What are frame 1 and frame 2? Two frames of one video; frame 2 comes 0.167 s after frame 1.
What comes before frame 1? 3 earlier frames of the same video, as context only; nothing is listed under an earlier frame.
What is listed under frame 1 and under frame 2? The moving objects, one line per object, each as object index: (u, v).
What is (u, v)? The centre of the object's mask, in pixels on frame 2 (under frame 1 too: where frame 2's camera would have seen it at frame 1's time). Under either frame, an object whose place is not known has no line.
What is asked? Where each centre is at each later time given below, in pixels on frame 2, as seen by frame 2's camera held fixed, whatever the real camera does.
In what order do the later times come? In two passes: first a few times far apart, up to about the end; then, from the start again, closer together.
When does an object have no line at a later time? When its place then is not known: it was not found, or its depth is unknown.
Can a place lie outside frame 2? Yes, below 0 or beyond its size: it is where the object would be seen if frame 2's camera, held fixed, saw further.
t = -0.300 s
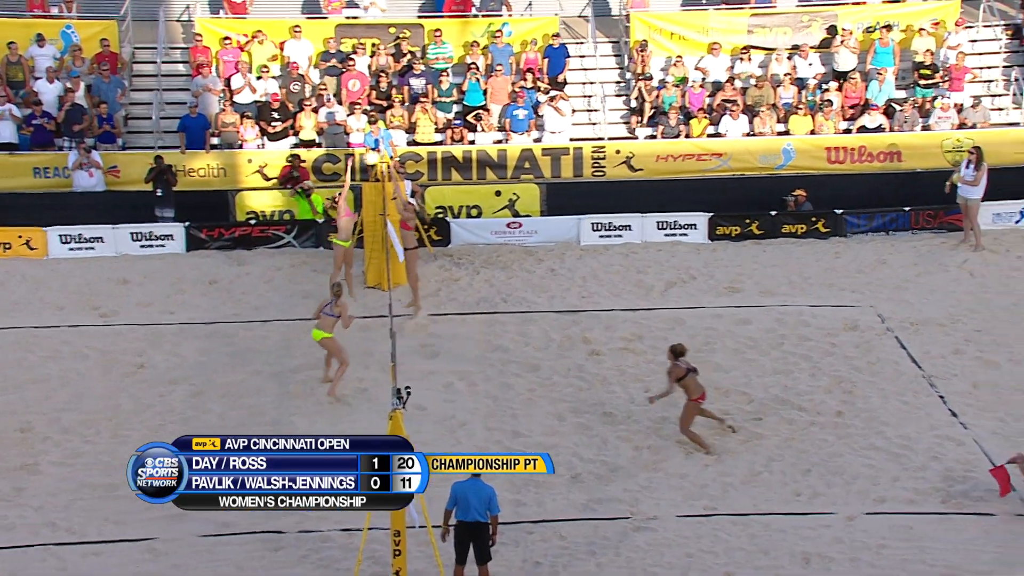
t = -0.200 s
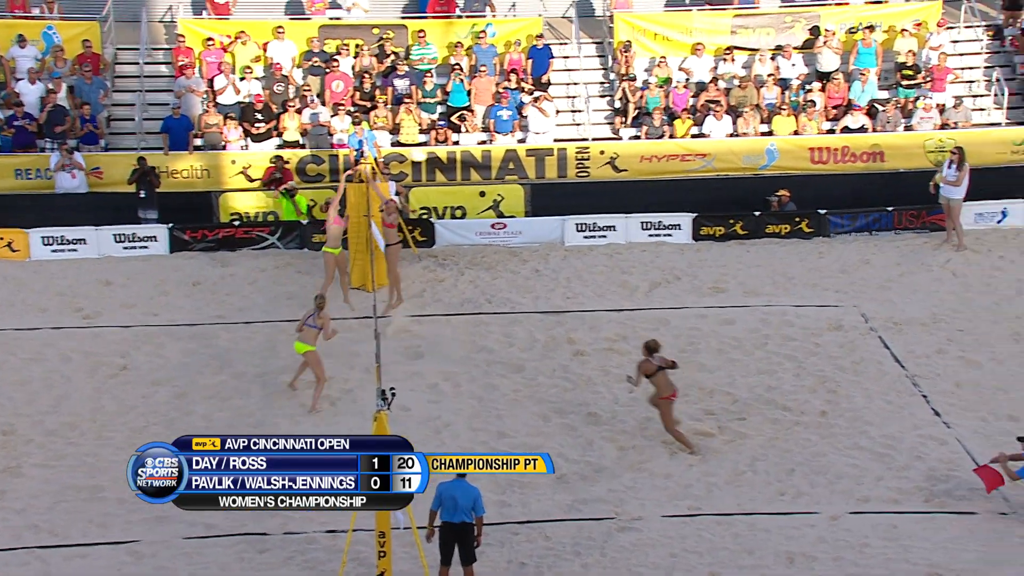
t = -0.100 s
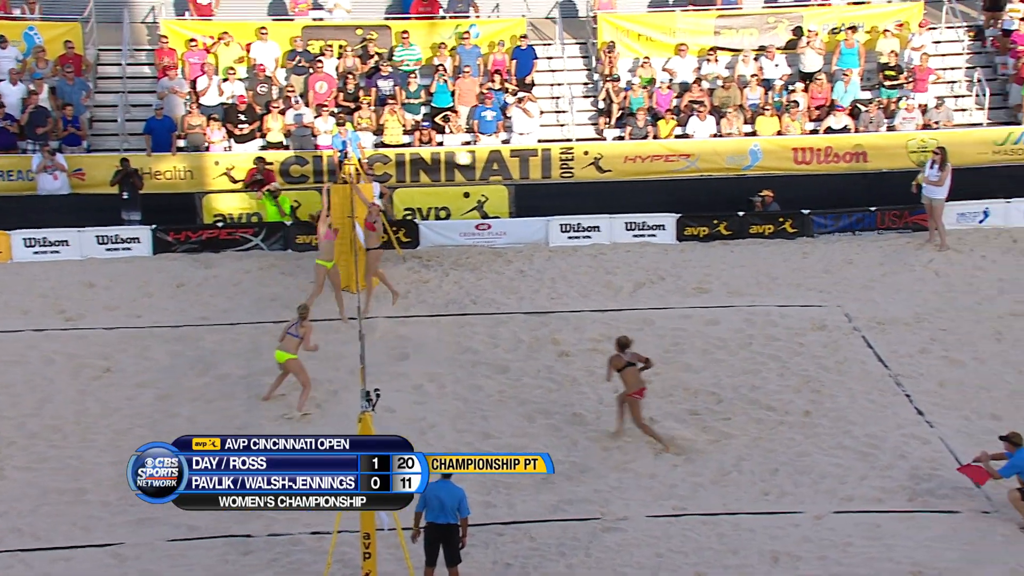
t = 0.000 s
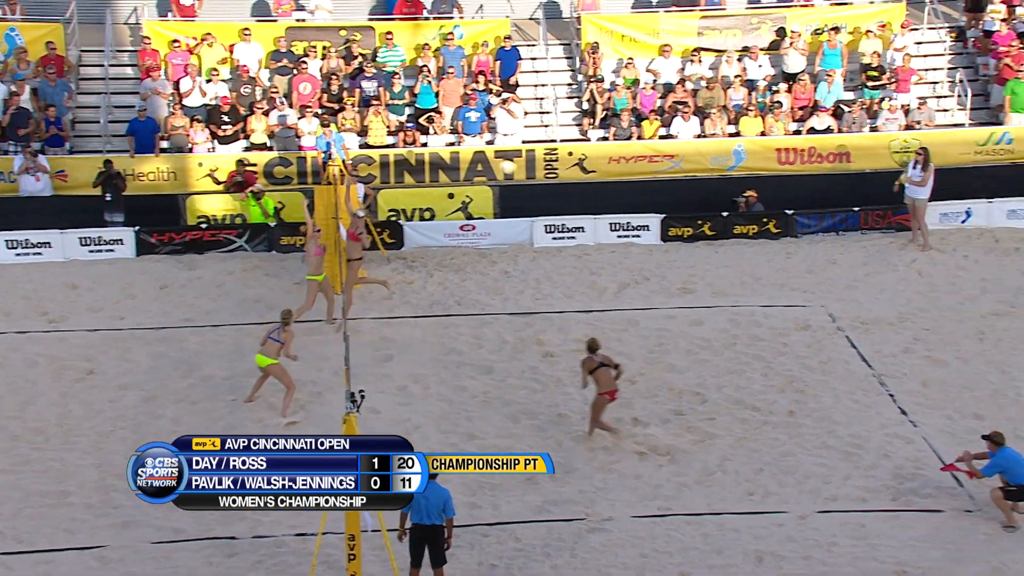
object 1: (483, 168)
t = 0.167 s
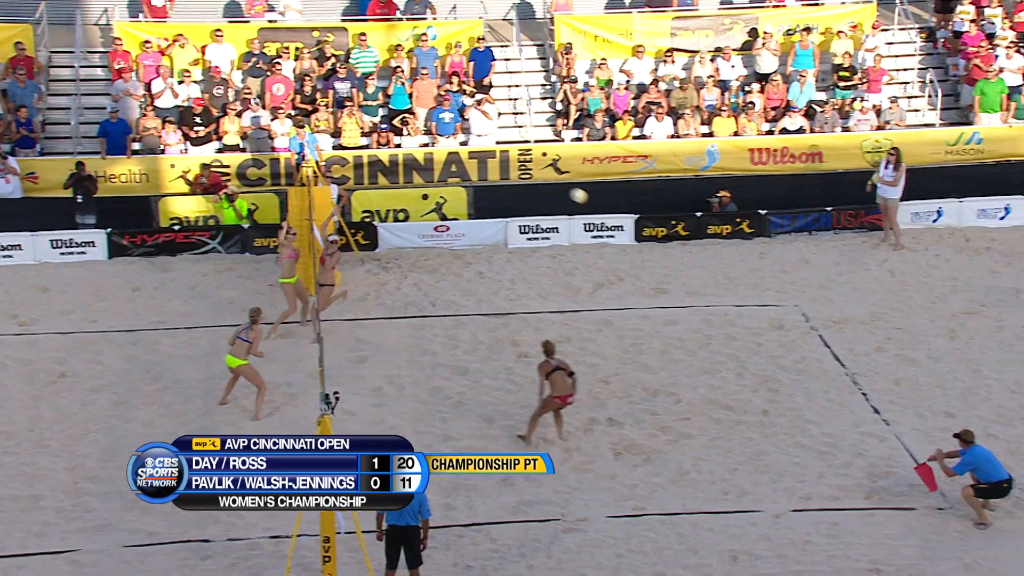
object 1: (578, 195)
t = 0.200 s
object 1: (597, 203)
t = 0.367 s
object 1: (688, 251)
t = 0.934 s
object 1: (812, 244)
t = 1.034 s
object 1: (820, 238)
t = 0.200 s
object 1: (597, 203)
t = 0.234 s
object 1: (615, 211)
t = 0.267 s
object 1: (634, 221)
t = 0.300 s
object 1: (650, 230)
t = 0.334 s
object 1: (669, 240)
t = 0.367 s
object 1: (688, 251)
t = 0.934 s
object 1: (812, 244)
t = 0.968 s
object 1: (815, 241)
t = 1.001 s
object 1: (818, 239)
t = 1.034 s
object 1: (820, 238)
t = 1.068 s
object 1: (825, 238)
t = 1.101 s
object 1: (829, 237)
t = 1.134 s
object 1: (833, 238)
